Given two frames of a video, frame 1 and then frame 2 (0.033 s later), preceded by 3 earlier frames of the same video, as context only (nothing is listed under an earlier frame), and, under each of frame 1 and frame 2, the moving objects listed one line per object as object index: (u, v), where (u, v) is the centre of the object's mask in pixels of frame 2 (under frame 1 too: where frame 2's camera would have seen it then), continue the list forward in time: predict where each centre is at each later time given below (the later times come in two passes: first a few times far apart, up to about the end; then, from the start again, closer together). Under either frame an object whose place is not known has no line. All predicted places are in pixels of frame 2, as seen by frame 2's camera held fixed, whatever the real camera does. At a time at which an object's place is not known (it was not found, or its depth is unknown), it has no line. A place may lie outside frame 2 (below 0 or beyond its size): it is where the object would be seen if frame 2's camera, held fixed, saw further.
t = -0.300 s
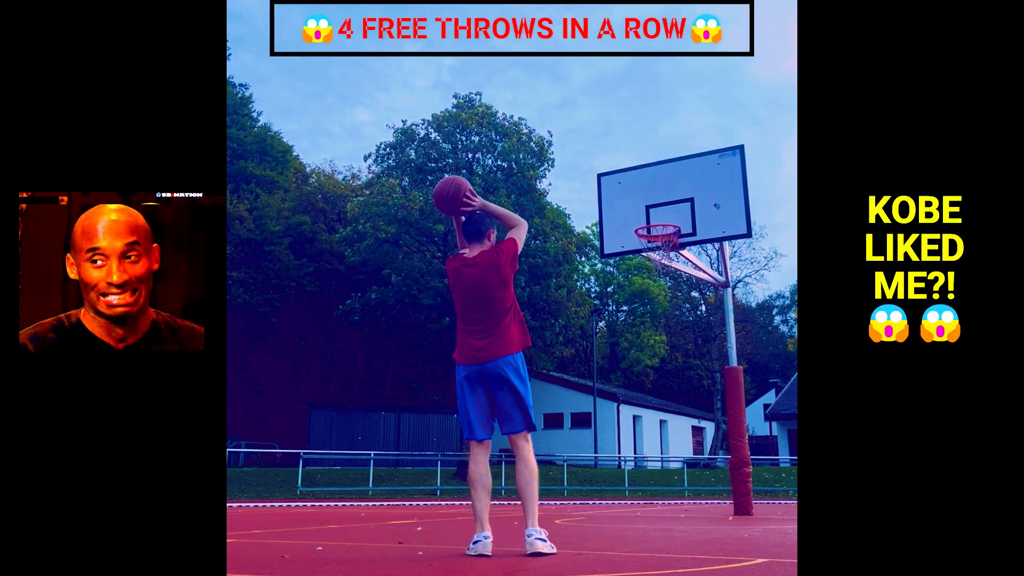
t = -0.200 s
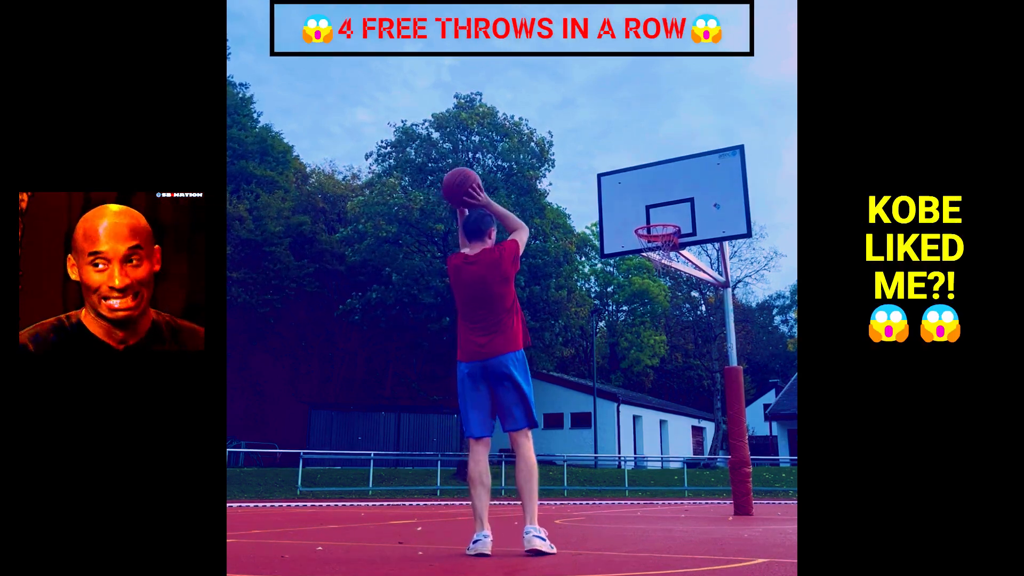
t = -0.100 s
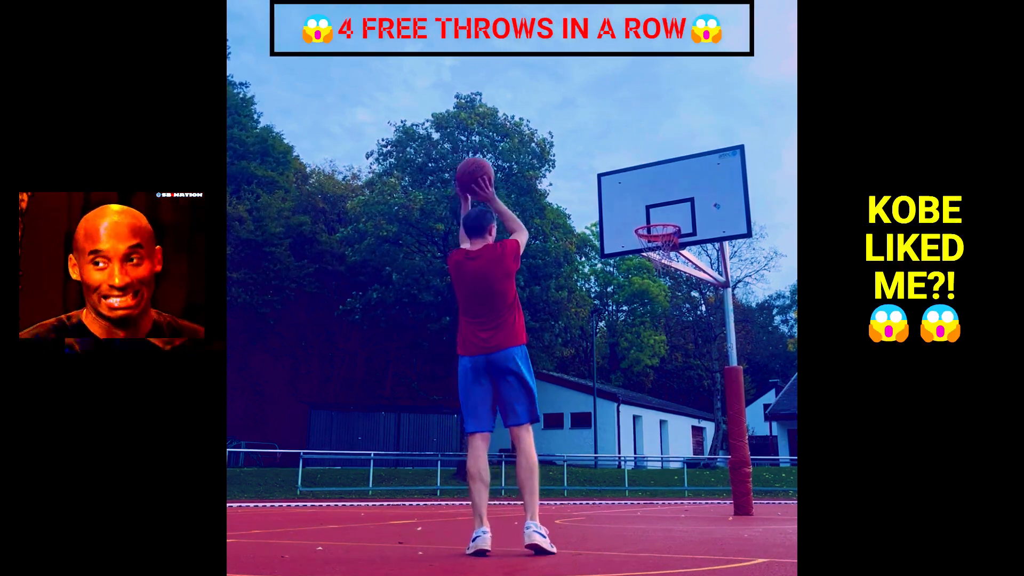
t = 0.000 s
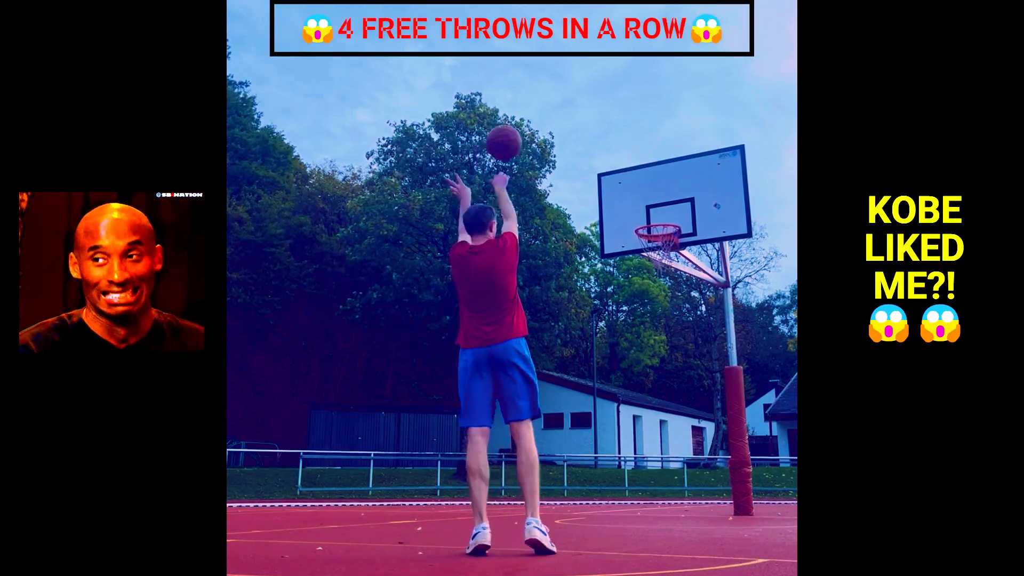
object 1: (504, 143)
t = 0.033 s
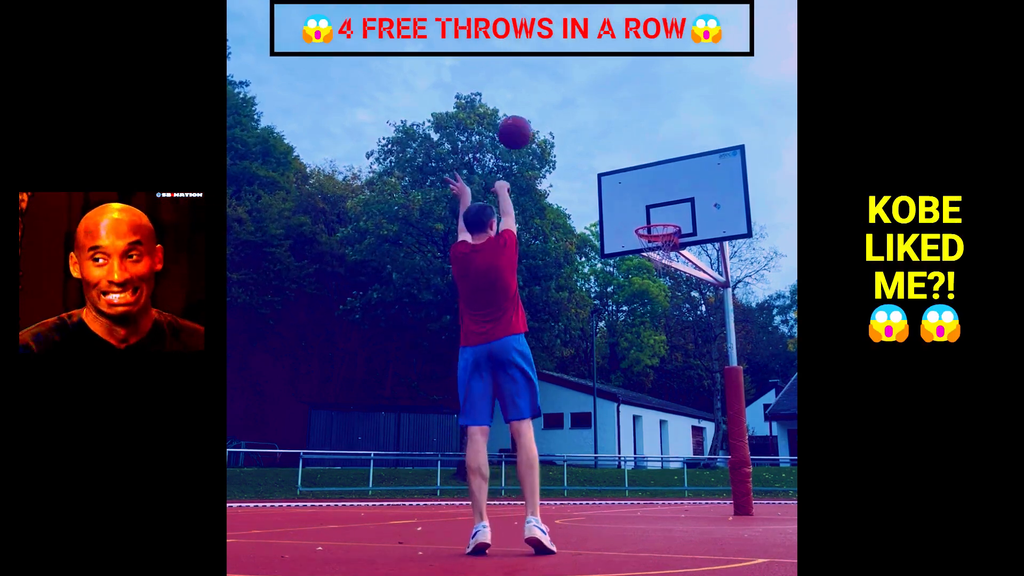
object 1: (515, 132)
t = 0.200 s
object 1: (560, 108)
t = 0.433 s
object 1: (608, 127)
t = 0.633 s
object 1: (641, 178)
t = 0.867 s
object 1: (655, 235)
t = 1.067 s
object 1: (668, 256)
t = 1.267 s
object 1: (652, 280)
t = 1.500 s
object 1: (638, 356)
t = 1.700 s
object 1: (625, 469)
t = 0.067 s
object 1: (525, 124)
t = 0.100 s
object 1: (534, 118)
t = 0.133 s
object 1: (543, 113)
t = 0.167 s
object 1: (552, 110)
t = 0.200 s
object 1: (560, 108)
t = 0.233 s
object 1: (568, 108)
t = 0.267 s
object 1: (575, 108)
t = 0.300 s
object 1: (583, 110)
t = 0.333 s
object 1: (589, 113)
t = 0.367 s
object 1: (596, 117)
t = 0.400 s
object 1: (602, 121)
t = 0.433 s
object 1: (608, 127)
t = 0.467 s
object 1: (614, 134)
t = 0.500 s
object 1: (620, 141)
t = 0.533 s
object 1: (625, 149)
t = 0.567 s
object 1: (631, 158)
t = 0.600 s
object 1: (636, 167)
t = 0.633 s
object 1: (641, 178)
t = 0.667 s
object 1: (646, 189)
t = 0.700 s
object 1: (651, 200)
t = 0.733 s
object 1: (656, 212)
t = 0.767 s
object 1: (660, 220)
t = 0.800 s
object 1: (659, 222)
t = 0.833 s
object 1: (651, 223)
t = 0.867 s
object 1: (655, 235)
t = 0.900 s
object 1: (665, 240)
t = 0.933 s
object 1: (671, 246)
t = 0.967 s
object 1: (672, 247)
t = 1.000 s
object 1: (671, 249)
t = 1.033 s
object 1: (670, 253)
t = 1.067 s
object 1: (668, 256)
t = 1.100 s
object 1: (664, 259)
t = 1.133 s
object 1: (662, 264)
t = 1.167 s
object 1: (659, 265)
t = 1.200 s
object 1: (656, 269)
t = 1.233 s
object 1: (654, 273)
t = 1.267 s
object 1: (652, 280)
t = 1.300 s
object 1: (650, 288)
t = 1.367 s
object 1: (646, 306)
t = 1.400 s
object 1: (644, 316)
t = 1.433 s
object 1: (642, 328)
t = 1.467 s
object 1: (640, 341)
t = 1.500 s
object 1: (638, 356)
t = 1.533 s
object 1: (636, 372)
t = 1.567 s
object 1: (634, 388)
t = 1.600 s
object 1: (632, 406)
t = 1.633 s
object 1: (630, 425)
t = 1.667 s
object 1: (627, 446)
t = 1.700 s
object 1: (625, 469)
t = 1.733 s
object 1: (623, 492)
